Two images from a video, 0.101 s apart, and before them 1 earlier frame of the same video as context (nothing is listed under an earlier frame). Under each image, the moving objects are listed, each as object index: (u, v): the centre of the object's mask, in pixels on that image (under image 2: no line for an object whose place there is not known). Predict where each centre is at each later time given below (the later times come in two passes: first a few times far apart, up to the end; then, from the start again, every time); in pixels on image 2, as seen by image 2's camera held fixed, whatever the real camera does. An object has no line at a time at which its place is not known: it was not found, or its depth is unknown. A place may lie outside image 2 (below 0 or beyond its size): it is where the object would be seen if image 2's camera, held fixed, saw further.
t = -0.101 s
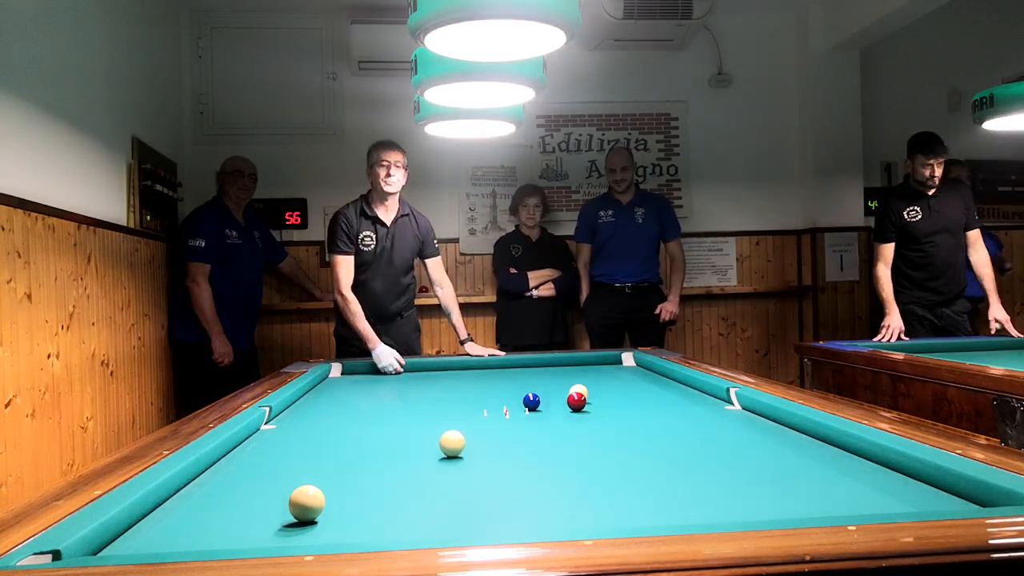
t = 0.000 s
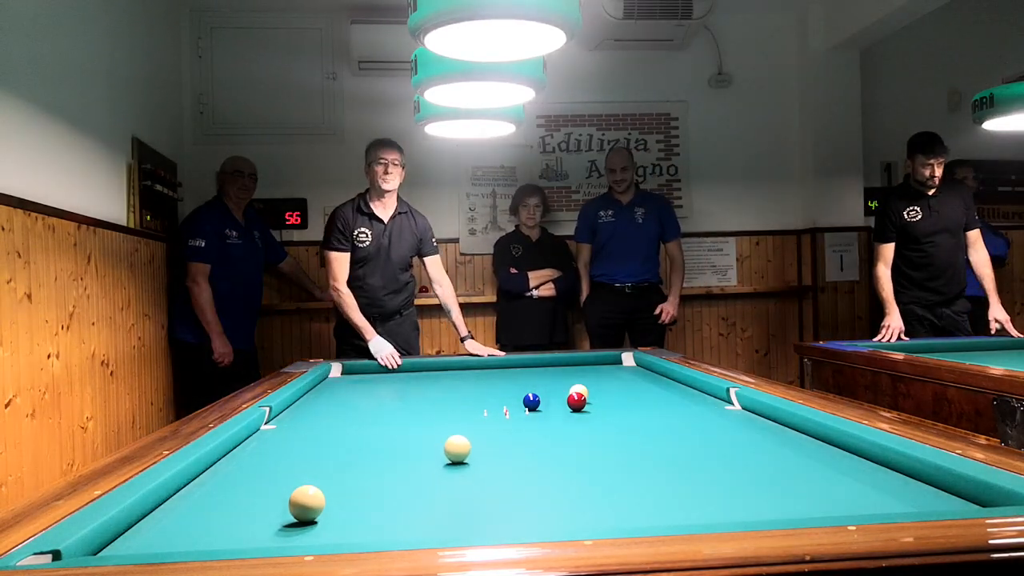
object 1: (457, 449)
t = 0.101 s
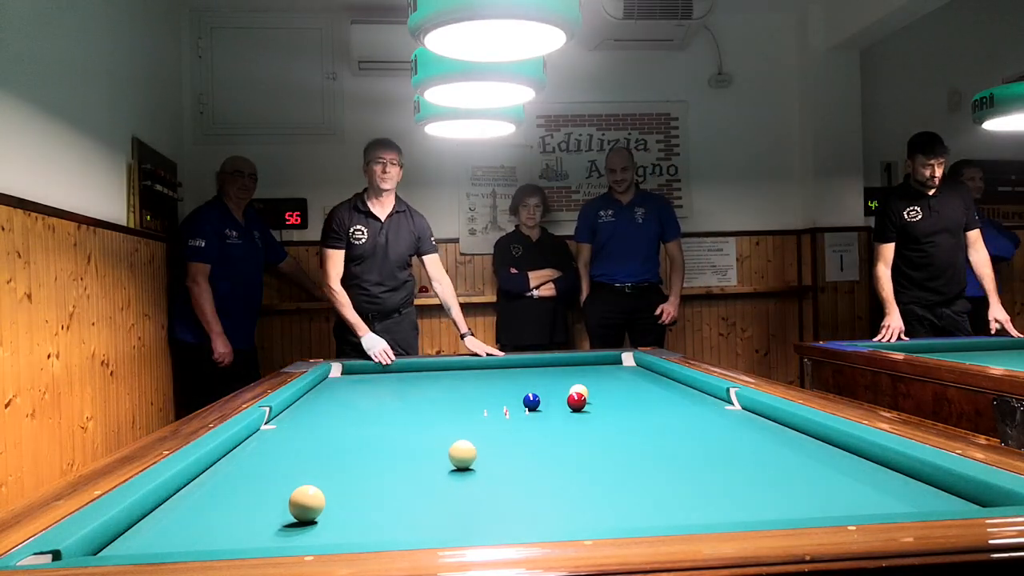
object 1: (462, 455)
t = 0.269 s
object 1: (472, 465)
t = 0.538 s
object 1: (489, 484)
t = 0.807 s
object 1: (511, 506)
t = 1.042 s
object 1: (534, 522)
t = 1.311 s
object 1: (549, 522)
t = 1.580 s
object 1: (550, 513)
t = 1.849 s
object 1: (551, 499)
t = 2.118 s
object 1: (552, 486)
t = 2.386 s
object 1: (553, 475)
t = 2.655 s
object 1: (553, 464)
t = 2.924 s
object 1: (553, 456)
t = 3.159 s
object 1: (553, 449)
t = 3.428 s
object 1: (553, 443)
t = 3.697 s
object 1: (553, 437)
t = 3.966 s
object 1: (553, 431)
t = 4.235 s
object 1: (553, 426)
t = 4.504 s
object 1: (554, 422)
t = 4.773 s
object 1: (554, 418)
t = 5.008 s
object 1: (554, 415)
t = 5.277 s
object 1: (555, 412)
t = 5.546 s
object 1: (556, 409)
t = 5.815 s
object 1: (556, 406)
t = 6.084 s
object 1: (557, 404)
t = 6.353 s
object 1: (556, 402)
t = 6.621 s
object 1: (554, 400)
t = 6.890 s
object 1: (551, 399)
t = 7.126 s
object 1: (550, 398)
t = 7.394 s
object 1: (548, 397)
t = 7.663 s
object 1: (546, 395)
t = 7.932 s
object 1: (545, 394)
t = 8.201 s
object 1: (544, 393)
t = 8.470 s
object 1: (544, 393)
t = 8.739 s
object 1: (543, 392)
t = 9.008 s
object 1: (543, 392)
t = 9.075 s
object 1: (543, 391)
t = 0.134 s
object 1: (464, 456)
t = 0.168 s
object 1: (466, 459)
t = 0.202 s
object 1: (468, 461)
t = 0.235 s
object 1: (470, 463)
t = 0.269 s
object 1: (472, 465)
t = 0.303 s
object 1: (474, 467)
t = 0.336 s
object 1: (476, 469)
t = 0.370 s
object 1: (478, 471)
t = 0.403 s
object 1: (480, 474)
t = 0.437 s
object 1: (482, 476)
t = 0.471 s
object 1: (485, 479)
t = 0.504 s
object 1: (487, 481)
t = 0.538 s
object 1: (489, 484)
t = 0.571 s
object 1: (492, 486)
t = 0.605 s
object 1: (495, 489)
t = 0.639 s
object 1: (497, 492)
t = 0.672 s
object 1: (500, 494)
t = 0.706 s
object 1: (503, 497)
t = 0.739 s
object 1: (505, 500)
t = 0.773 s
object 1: (508, 503)
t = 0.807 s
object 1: (511, 506)
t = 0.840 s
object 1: (514, 510)
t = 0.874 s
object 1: (517, 513)
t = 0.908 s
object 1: (521, 515)
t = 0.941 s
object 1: (524, 517)
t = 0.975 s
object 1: (527, 519)
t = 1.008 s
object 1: (531, 520)
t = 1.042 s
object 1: (534, 522)
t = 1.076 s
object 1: (538, 523)
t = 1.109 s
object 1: (541, 525)
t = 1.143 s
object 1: (545, 527)
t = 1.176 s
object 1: (547, 528)
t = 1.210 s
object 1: (548, 526)
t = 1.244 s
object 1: (548, 525)
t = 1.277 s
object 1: (548, 524)
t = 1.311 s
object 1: (549, 522)
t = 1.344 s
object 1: (549, 521)
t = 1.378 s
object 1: (549, 520)
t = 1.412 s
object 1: (549, 519)
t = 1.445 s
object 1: (549, 518)
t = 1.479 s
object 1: (549, 517)
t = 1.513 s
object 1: (550, 516)
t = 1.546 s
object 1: (550, 514)
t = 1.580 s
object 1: (550, 513)
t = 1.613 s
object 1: (550, 512)
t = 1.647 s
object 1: (550, 510)
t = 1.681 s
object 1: (551, 509)
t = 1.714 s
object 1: (551, 507)
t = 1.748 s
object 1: (551, 504)
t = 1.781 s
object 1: (551, 502)
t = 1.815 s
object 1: (551, 500)
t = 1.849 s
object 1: (551, 499)
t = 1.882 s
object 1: (552, 497)
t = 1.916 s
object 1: (552, 495)
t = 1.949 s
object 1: (552, 494)
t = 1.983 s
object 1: (552, 492)
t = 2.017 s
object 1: (552, 490)
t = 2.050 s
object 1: (552, 489)
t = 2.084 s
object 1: (552, 487)
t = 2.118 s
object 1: (552, 486)
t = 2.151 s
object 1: (552, 484)
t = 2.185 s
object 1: (552, 483)
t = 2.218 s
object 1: (552, 481)
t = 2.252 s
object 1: (553, 480)
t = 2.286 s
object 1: (553, 478)
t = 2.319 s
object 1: (553, 477)
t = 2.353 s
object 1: (553, 476)
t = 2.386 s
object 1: (553, 475)
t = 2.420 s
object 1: (553, 473)
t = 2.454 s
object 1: (553, 472)
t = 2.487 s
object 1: (553, 470)
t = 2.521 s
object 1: (553, 469)
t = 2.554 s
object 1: (553, 468)
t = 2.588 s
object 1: (553, 467)
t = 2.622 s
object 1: (553, 466)
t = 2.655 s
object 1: (553, 464)
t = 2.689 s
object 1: (553, 463)
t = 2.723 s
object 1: (553, 462)
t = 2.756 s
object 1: (553, 461)
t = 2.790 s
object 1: (553, 460)
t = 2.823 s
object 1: (553, 459)
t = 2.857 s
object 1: (553, 458)
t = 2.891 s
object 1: (553, 457)
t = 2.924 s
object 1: (553, 456)
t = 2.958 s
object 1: (553, 455)
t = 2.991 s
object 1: (553, 454)
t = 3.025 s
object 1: (553, 453)
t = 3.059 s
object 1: (553, 452)
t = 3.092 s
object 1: (553, 451)
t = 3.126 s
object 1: (553, 450)
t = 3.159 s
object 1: (553, 449)
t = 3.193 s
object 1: (553, 449)
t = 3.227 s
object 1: (553, 447)
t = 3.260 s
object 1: (553, 447)
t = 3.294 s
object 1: (553, 446)
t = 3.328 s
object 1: (553, 445)
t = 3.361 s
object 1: (553, 444)
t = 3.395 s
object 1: (553, 444)
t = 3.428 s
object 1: (553, 443)
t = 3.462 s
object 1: (553, 442)
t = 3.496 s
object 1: (553, 441)
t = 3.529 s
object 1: (553, 440)
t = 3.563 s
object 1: (553, 440)
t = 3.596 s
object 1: (553, 439)
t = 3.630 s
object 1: (553, 438)
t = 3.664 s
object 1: (553, 437)
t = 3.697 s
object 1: (553, 437)
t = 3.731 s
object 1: (553, 436)
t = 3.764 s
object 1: (553, 435)
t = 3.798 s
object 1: (553, 434)
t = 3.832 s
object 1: (553, 434)
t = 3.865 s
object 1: (553, 433)
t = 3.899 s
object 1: (553, 432)
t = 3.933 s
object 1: (553, 432)
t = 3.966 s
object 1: (553, 431)
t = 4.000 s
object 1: (553, 430)
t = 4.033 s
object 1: (553, 430)
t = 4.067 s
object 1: (553, 429)
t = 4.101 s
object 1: (553, 429)
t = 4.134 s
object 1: (553, 428)
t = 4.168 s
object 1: (553, 428)
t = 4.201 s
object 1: (553, 427)
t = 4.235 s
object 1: (553, 426)
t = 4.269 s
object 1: (553, 426)
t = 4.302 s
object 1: (553, 425)
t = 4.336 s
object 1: (553, 425)
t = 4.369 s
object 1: (553, 424)
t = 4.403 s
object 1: (553, 424)
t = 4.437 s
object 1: (554, 423)
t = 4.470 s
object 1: (554, 423)
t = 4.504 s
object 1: (554, 422)
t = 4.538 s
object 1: (554, 422)
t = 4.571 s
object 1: (554, 421)
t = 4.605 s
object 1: (554, 421)
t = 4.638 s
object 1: (554, 420)
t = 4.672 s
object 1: (554, 420)
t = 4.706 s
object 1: (554, 419)
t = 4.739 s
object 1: (554, 419)
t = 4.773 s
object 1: (554, 418)
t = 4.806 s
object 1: (554, 418)
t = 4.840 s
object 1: (554, 417)
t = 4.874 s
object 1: (554, 417)
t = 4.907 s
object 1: (554, 416)
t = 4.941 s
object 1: (554, 416)
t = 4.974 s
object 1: (554, 416)
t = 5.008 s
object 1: (554, 415)
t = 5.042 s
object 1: (554, 415)
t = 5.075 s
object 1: (554, 415)
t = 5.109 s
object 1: (554, 414)
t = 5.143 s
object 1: (554, 414)
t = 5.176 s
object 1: (555, 413)
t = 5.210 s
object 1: (555, 413)
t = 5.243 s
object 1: (555, 413)
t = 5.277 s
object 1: (555, 412)
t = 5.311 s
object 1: (555, 412)
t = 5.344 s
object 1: (555, 411)
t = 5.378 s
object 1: (555, 411)
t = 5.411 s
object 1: (555, 410)
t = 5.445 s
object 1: (555, 410)
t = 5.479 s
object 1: (555, 410)
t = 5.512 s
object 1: (556, 409)
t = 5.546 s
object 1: (556, 409)
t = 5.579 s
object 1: (556, 409)
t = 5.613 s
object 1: (556, 408)
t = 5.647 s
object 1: (556, 408)
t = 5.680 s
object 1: (556, 408)
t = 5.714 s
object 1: (556, 408)
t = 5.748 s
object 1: (556, 407)
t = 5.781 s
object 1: (556, 407)
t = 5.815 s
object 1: (556, 406)
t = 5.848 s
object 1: (556, 406)
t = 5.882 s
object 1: (557, 406)
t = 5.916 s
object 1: (557, 405)
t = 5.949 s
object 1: (557, 405)
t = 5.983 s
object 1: (557, 405)
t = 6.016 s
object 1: (557, 405)
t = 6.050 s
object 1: (557, 404)
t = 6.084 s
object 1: (557, 404)
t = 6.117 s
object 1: (557, 404)
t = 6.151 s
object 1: (557, 403)
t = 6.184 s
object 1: (557, 403)
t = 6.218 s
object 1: (557, 403)
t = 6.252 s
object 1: (557, 403)
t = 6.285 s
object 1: (557, 403)
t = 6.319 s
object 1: (557, 402)
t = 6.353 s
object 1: (556, 402)
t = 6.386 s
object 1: (556, 402)
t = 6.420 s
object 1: (556, 402)
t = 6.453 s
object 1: (555, 401)
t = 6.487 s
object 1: (555, 401)
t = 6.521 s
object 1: (555, 401)
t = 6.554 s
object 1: (554, 400)
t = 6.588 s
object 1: (554, 401)
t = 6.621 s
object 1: (554, 400)
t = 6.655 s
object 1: (553, 400)
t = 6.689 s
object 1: (553, 400)
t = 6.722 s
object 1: (553, 400)
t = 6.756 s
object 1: (553, 399)
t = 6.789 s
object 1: (552, 399)
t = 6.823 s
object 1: (552, 399)
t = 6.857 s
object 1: (552, 399)
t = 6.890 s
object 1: (551, 399)
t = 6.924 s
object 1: (551, 399)
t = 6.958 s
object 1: (551, 399)
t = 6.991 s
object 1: (550, 398)
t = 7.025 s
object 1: (550, 398)
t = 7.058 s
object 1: (550, 398)
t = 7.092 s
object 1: (550, 398)
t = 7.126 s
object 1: (550, 398)
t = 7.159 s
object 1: (549, 397)
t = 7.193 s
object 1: (549, 397)
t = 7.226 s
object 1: (549, 397)
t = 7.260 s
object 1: (548, 397)
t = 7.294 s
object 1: (548, 397)
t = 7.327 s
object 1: (548, 397)
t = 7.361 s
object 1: (548, 397)
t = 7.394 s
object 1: (548, 397)
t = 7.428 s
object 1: (548, 396)
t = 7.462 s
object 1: (547, 396)
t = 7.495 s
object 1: (547, 396)
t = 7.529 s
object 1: (547, 396)
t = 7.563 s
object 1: (547, 396)
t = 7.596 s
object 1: (547, 396)
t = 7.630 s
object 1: (546, 395)
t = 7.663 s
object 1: (546, 395)
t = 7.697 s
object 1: (546, 395)
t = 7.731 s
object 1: (546, 395)
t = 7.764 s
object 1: (546, 395)
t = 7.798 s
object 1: (546, 395)
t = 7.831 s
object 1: (545, 395)
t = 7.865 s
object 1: (545, 394)
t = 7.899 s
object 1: (545, 394)
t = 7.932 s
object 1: (545, 394)
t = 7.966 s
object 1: (545, 394)
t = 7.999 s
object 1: (545, 394)
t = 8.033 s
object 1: (545, 394)
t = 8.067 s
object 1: (544, 394)
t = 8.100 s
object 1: (544, 393)
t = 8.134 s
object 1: (544, 393)
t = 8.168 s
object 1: (544, 393)
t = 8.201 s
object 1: (544, 393)
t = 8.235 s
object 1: (544, 393)
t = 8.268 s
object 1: (544, 393)
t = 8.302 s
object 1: (544, 393)
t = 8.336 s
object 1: (544, 393)
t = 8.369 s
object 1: (544, 393)
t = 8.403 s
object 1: (544, 393)
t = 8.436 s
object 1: (544, 393)
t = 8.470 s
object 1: (544, 393)
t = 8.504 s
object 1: (543, 393)
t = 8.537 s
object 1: (544, 393)
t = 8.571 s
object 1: (544, 392)
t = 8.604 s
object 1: (543, 392)
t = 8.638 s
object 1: (543, 392)
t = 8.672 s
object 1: (543, 392)
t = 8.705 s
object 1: (543, 392)
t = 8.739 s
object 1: (543, 392)
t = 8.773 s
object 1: (543, 392)
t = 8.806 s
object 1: (543, 392)
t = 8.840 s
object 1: (543, 392)
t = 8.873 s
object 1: (543, 392)
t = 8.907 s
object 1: (543, 392)
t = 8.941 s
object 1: (543, 392)
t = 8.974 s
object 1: (543, 392)
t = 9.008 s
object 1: (543, 392)
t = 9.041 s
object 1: (543, 392)
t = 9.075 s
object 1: (543, 391)
